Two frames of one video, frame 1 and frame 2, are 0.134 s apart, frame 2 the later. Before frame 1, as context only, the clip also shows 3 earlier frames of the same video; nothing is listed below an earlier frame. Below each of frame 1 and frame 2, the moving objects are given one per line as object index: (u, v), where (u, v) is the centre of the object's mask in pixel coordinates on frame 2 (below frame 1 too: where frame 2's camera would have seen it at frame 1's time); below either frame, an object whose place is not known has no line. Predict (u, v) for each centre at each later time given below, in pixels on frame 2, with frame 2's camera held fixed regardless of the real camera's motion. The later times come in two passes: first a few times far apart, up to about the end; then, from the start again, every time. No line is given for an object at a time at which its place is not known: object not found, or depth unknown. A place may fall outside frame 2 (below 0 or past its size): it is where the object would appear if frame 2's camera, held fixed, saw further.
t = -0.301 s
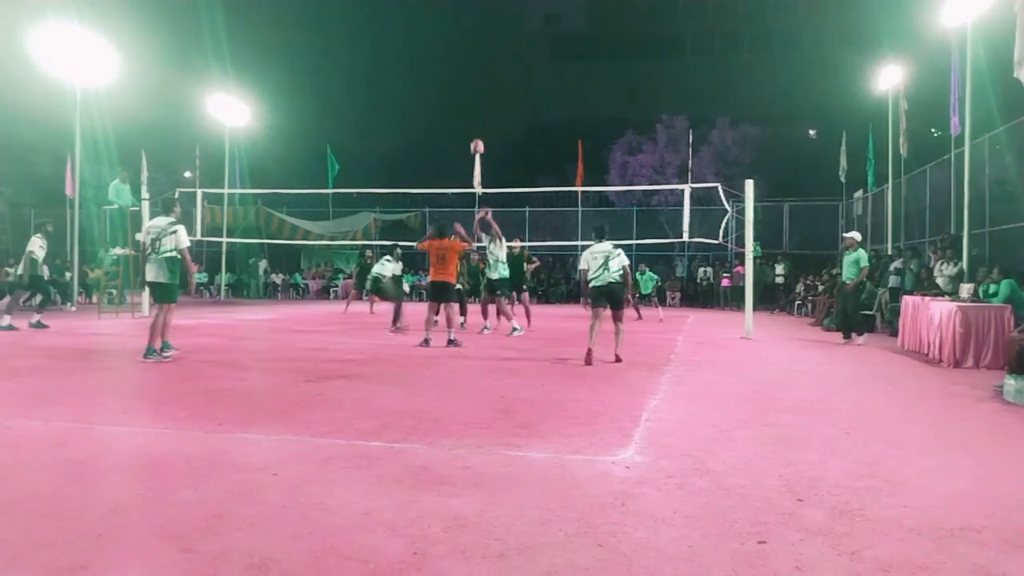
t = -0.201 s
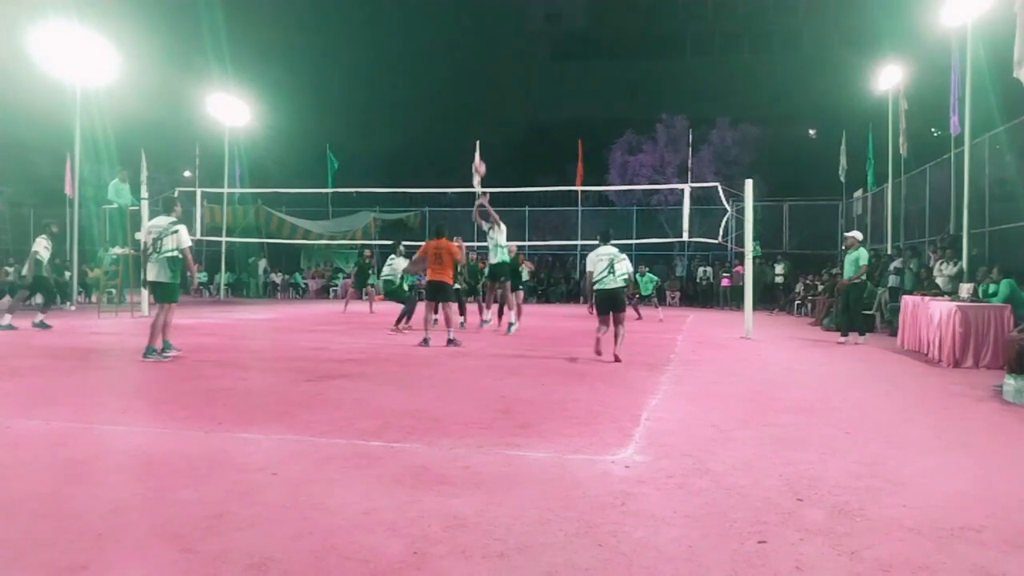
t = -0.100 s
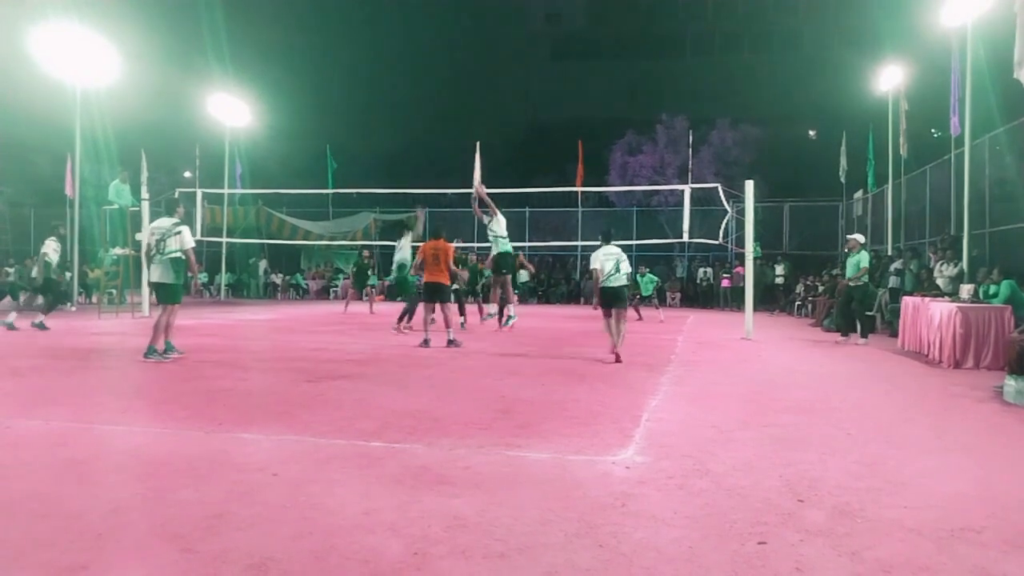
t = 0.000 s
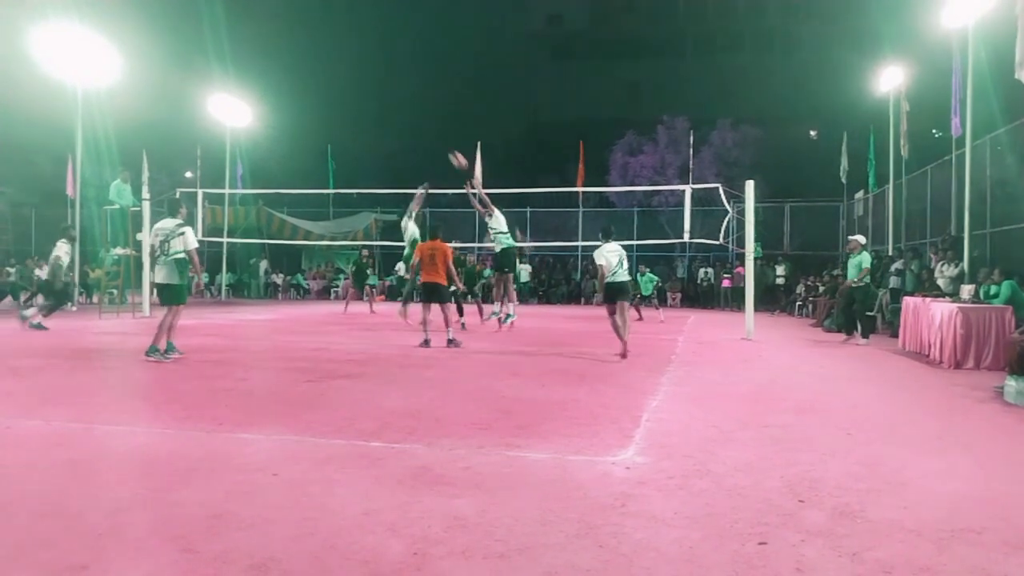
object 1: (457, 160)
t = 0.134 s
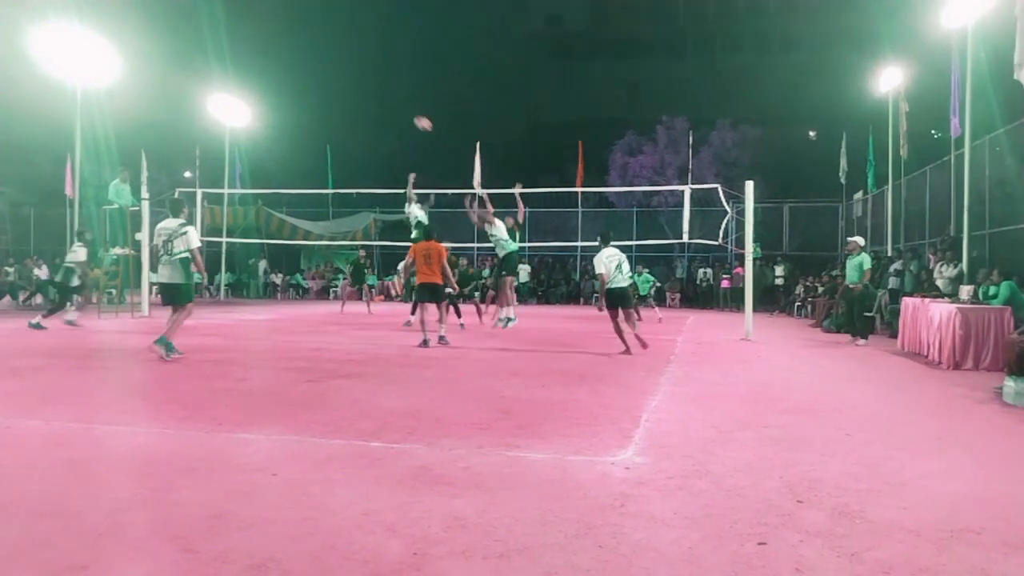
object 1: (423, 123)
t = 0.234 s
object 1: (398, 104)
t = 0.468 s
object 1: (341, 83)
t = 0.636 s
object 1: (303, 88)
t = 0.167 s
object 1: (414, 116)
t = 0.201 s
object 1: (406, 110)
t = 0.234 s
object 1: (398, 104)
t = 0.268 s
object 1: (389, 99)
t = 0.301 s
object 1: (381, 95)
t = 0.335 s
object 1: (373, 91)
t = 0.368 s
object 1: (365, 88)
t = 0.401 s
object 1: (357, 86)
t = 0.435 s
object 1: (349, 84)
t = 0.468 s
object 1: (341, 83)
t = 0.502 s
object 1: (333, 83)
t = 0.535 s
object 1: (326, 83)
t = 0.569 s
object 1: (318, 84)
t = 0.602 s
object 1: (310, 86)
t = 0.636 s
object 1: (303, 88)
